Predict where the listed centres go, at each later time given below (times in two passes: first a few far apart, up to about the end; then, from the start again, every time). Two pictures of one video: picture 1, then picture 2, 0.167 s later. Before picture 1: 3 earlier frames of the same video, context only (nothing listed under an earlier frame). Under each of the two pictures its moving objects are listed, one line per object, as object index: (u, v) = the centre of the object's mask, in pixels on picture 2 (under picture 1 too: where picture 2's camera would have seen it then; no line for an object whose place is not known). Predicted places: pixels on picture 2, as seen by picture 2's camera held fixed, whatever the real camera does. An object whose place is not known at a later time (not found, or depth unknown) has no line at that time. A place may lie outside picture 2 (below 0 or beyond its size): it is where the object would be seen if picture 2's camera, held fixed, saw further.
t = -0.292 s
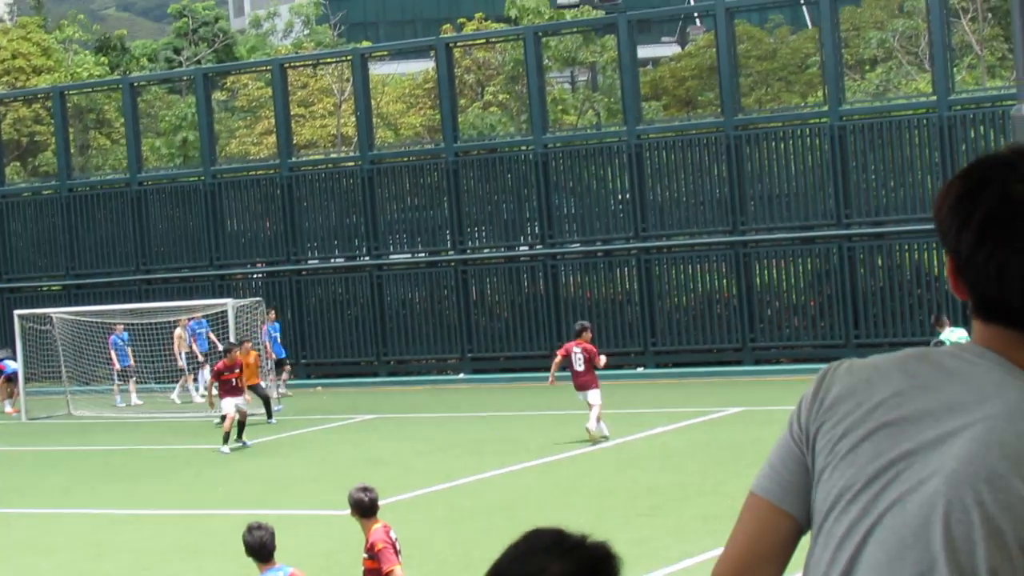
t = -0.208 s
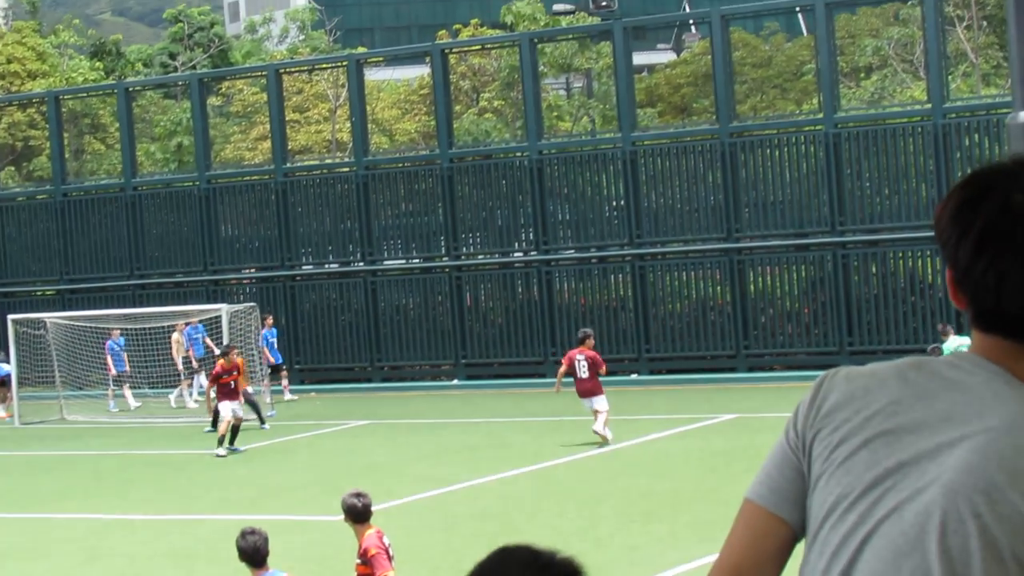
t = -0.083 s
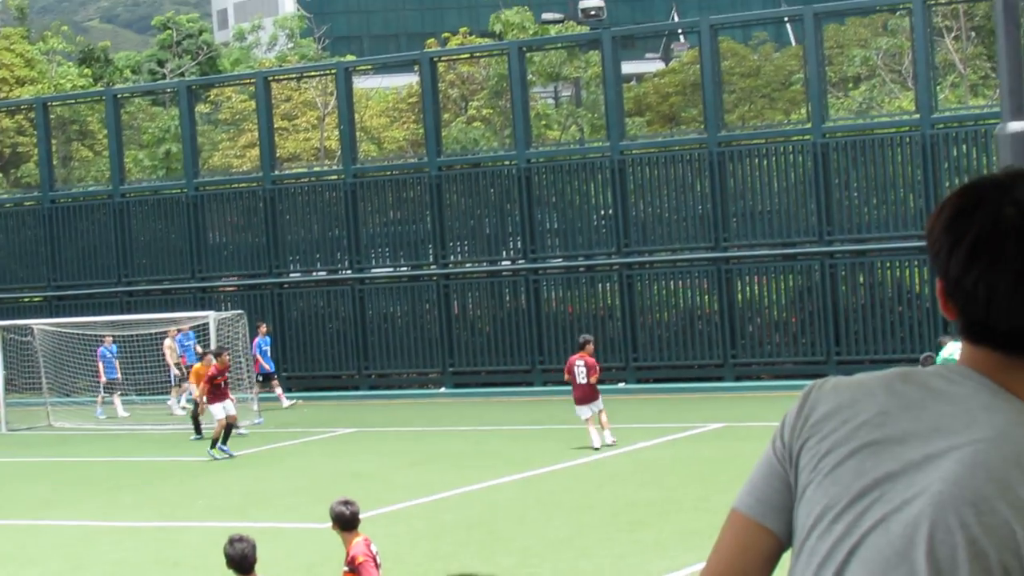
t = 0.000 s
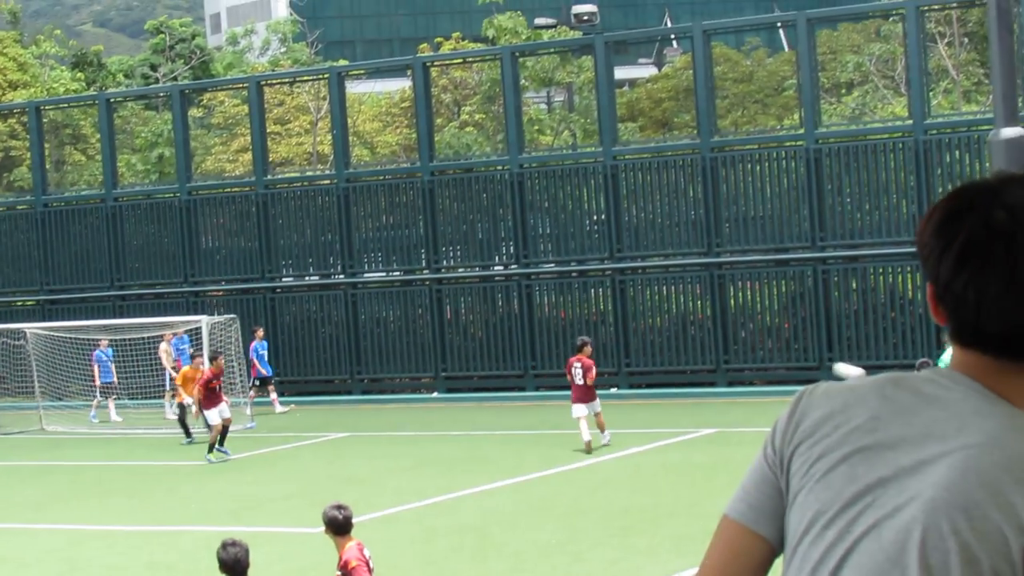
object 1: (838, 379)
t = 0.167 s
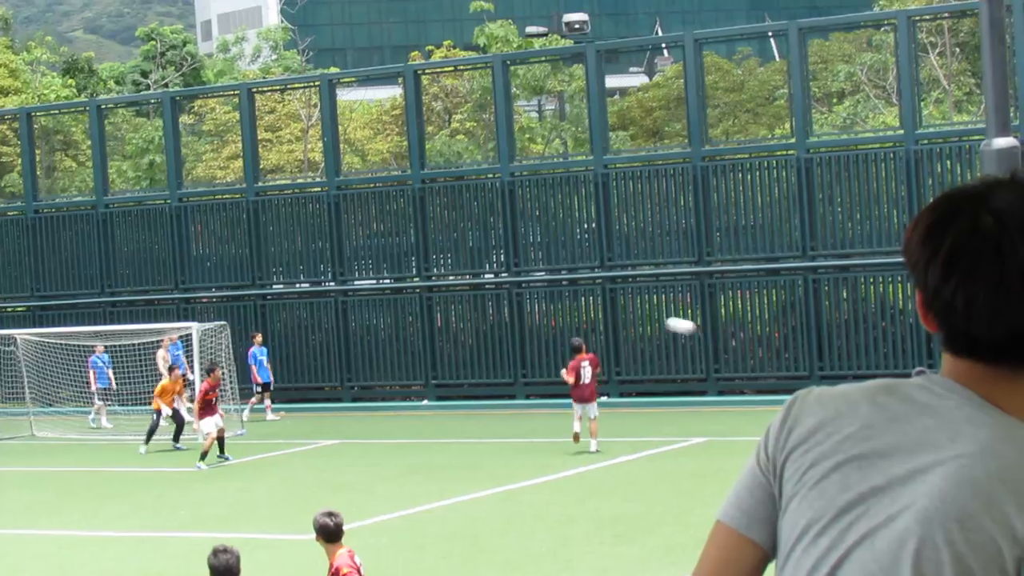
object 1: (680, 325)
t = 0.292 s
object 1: (575, 296)
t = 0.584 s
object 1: (360, 265)
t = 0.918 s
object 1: (139, 284)
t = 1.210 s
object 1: (-19, 324)
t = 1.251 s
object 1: (-37, 320)
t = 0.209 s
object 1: (644, 315)
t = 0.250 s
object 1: (608, 305)
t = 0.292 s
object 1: (575, 296)
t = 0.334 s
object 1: (541, 289)
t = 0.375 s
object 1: (511, 282)
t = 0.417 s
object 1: (479, 277)
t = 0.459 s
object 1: (451, 272)
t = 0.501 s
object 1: (420, 269)
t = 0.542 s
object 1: (390, 267)
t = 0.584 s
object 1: (360, 265)
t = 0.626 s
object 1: (330, 264)
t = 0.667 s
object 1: (301, 264)
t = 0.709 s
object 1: (273, 265)
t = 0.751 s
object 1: (245, 267)
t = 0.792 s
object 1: (217, 270)
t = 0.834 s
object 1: (191, 274)
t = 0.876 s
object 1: (164, 278)
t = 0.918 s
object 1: (139, 284)
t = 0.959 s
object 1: (117, 290)
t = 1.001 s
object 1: (93, 297)
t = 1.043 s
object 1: (69, 305)
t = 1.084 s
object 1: (44, 314)
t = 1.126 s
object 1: (21, 323)
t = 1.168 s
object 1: (-2, 328)
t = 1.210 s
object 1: (-19, 324)
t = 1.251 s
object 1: (-37, 320)
